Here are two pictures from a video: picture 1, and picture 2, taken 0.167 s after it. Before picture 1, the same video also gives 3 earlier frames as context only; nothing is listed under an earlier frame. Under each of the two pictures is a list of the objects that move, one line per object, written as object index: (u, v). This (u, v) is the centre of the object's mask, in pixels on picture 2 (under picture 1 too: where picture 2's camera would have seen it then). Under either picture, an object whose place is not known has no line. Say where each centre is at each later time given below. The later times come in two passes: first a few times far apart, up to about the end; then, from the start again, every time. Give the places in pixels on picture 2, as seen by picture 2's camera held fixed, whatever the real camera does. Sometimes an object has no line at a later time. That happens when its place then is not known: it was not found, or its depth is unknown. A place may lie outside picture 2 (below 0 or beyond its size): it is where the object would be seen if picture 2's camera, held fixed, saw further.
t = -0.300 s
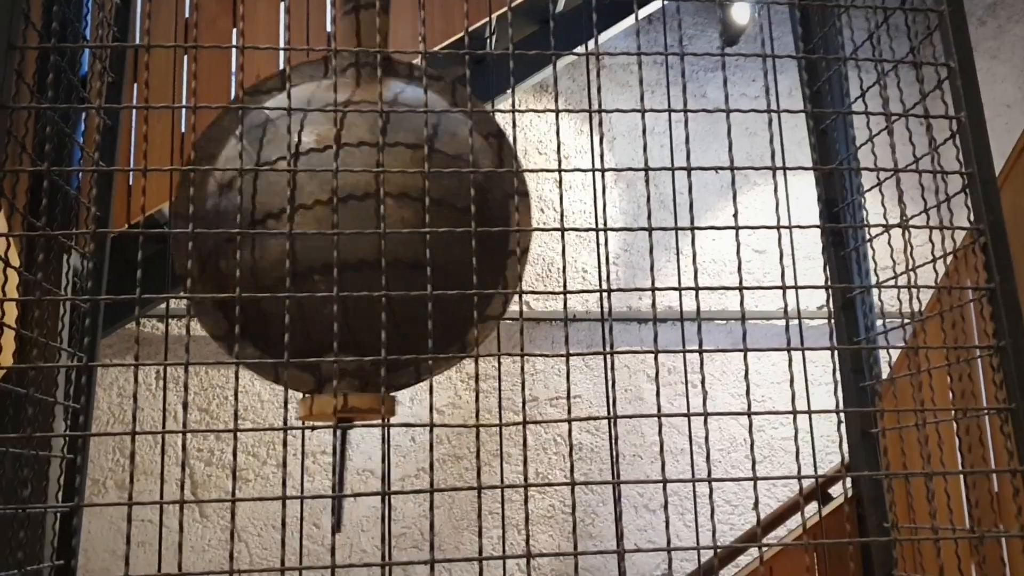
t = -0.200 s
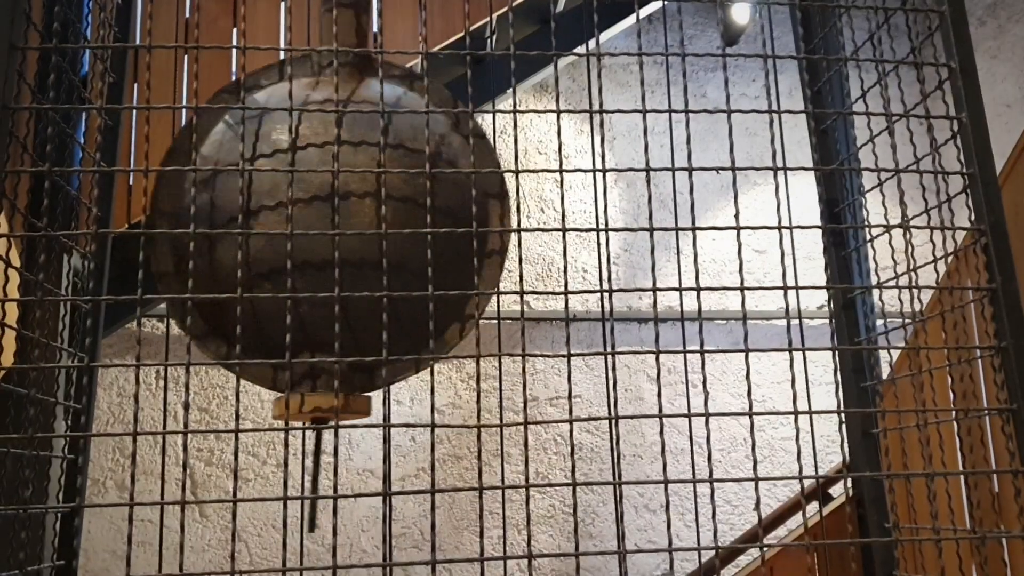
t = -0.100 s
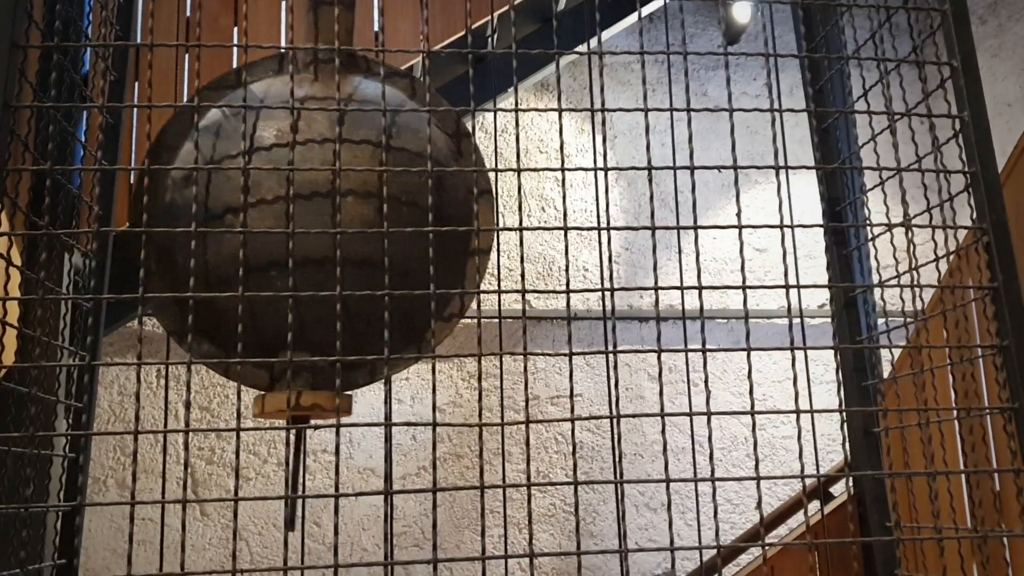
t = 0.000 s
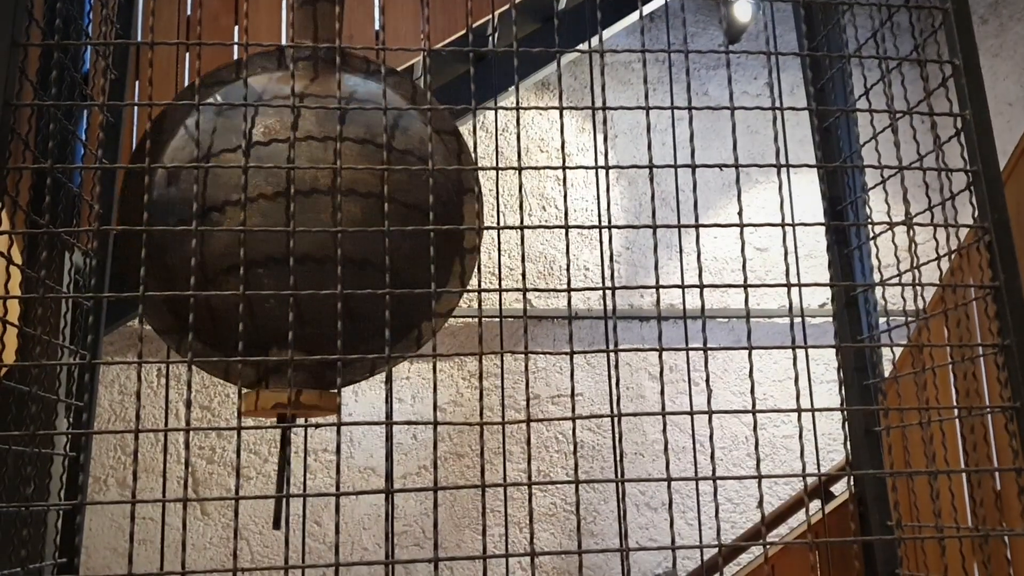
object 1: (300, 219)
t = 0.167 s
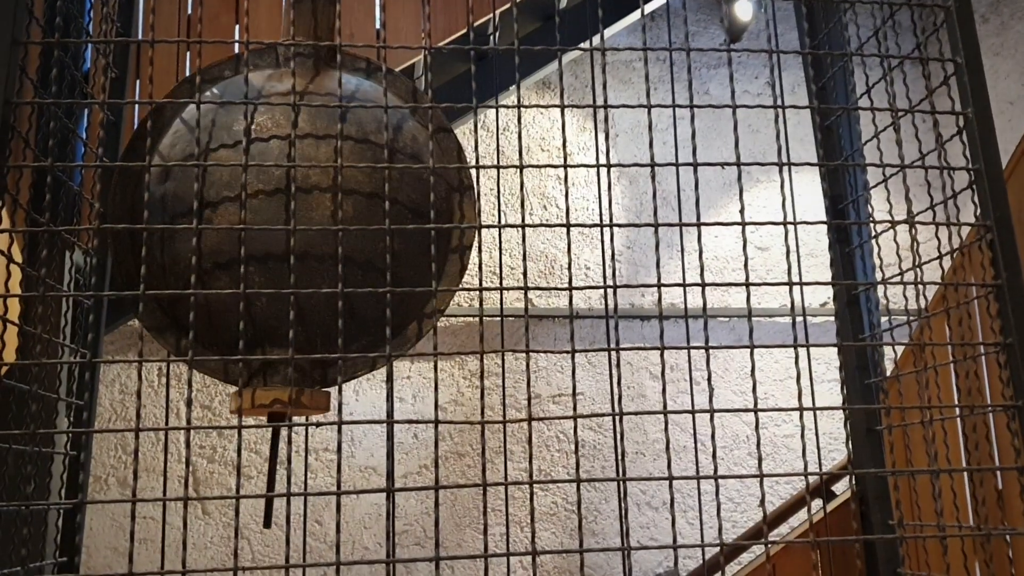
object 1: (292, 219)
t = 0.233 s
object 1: (292, 219)
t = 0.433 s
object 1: (310, 220)
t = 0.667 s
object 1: (360, 221)
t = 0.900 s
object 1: (429, 224)
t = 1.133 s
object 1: (510, 224)
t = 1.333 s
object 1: (576, 224)
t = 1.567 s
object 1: (642, 221)
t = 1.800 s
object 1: (686, 219)
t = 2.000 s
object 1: (704, 217)
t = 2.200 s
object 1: (698, 217)
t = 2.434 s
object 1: (664, 220)
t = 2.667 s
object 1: (607, 222)
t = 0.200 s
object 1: (292, 219)
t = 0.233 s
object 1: (292, 219)
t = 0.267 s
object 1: (293, 219)
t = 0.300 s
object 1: (295, 219)
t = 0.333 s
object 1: (298, 220)
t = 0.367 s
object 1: (301, 220)
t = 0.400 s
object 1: (305, 220)
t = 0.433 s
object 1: (310, 220)
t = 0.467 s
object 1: (316, 219)
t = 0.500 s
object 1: (320, 221)
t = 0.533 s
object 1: (327, 221)
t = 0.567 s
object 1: (334, 221)
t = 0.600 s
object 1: (343, 221)
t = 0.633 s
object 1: (351, 222)
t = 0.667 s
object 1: (360, 221)
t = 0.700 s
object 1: (370, 223)
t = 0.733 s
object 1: (378, 222)
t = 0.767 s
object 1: (387, 222)
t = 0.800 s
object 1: (398, 223)
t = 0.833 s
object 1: (408, 224)
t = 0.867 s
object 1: (419, 223)
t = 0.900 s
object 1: (429, 224)
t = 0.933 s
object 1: (440, 223)
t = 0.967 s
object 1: (452, 224)
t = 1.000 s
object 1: (464, 223)
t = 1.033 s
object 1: (474, 224)
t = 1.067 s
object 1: (485, 223)
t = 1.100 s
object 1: (498, 224)
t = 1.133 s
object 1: (510, 224)
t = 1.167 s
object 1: (521, 224)
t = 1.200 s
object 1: (532, 224)
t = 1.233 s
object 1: (543, 223)
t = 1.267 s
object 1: (555, 224)
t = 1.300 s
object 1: (566, 223)
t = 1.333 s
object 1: (576, 224)
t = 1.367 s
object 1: (587, 223)
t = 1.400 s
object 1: (597, 223)
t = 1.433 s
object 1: (607, 222)
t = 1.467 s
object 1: (616, 221)
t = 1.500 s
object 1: (625, 221)
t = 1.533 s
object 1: (634, 221)
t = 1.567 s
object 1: (642, 221)
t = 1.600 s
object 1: (650, 220)
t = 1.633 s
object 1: (657, 220)
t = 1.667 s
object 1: (664, 220)
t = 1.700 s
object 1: (670, 219)
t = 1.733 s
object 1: (676, 219)
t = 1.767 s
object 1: (681, 219)
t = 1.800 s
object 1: (686, 219)
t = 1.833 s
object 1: (691, 219)
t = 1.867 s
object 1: (694, 218)
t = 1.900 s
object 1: (697, 217)
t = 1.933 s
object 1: (700, 217)
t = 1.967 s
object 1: (702, 218)
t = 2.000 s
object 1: (704, 217)
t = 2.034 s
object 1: (705, 217)
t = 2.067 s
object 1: (704, 217)
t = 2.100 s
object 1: (704, 217)
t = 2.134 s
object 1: (703, 217)
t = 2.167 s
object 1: (701, 217)
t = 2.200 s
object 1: (698, 217)
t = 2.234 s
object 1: (694, 217)
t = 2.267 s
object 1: (691, 218)
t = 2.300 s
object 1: (687, 218)
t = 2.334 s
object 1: (681, 219)
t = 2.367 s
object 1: (677, 219)
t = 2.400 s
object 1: (671, 219)
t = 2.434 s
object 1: (664, 220)
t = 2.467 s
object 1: (657, 219)
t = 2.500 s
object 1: (650, 220)
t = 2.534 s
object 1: (642, 221)
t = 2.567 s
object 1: (634, 221)
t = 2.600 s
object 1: (625, 221)
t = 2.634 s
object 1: (616, 221)
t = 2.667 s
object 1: (607, 222)
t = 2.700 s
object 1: (597, 223)
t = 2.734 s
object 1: (587, 223)
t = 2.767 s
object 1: (577, 223)
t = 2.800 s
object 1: (566, 223)
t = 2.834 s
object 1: (555, 223)
